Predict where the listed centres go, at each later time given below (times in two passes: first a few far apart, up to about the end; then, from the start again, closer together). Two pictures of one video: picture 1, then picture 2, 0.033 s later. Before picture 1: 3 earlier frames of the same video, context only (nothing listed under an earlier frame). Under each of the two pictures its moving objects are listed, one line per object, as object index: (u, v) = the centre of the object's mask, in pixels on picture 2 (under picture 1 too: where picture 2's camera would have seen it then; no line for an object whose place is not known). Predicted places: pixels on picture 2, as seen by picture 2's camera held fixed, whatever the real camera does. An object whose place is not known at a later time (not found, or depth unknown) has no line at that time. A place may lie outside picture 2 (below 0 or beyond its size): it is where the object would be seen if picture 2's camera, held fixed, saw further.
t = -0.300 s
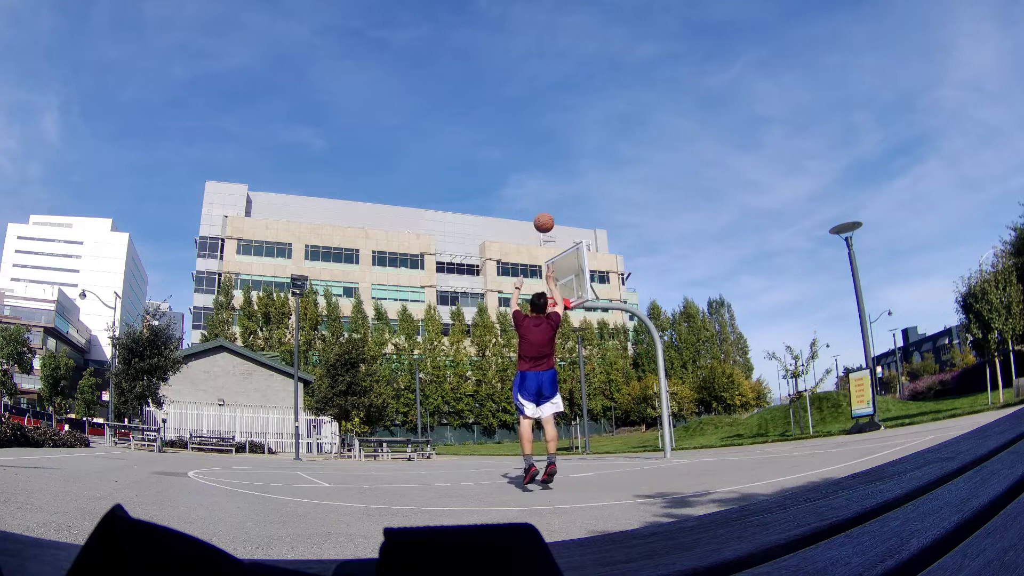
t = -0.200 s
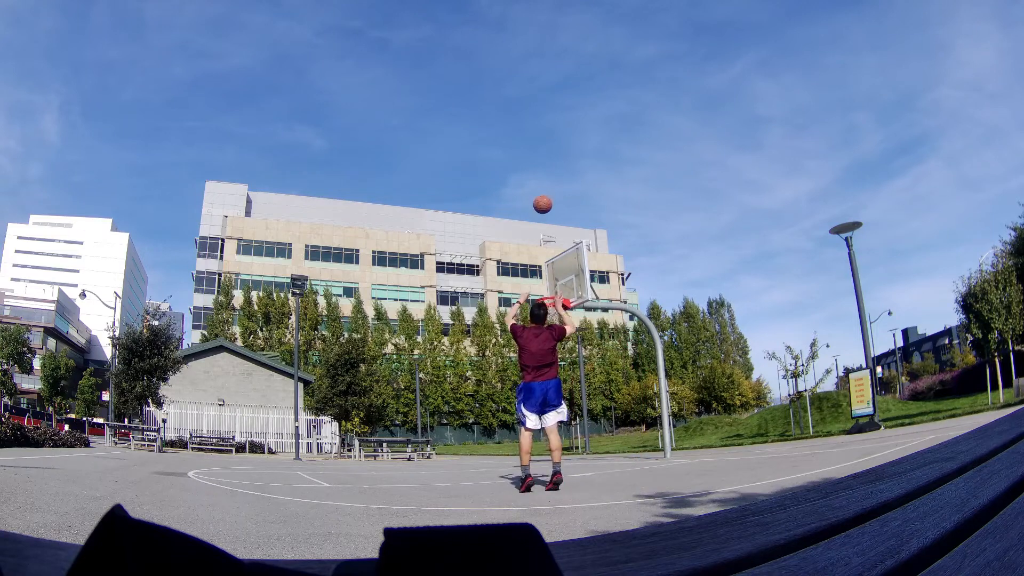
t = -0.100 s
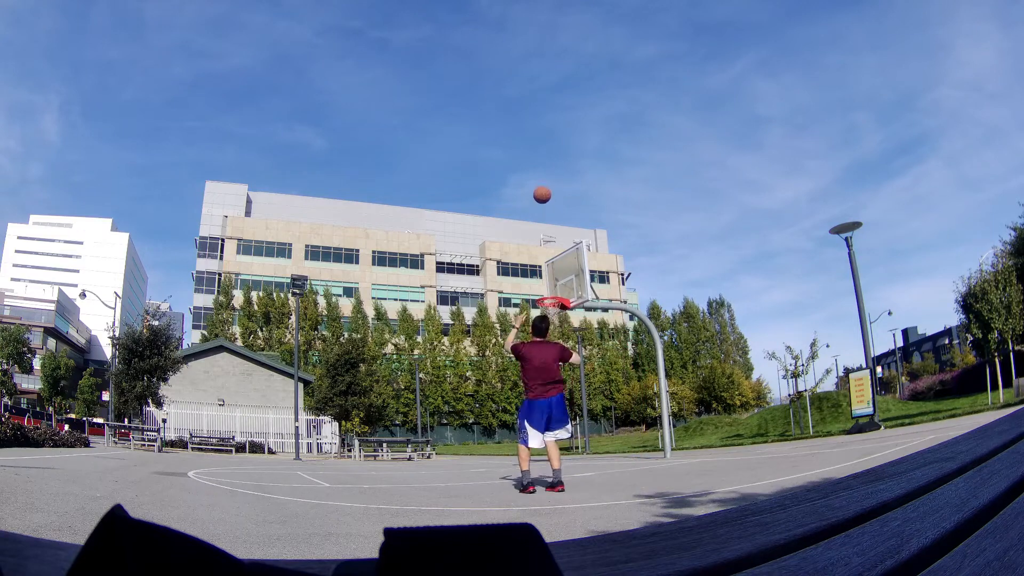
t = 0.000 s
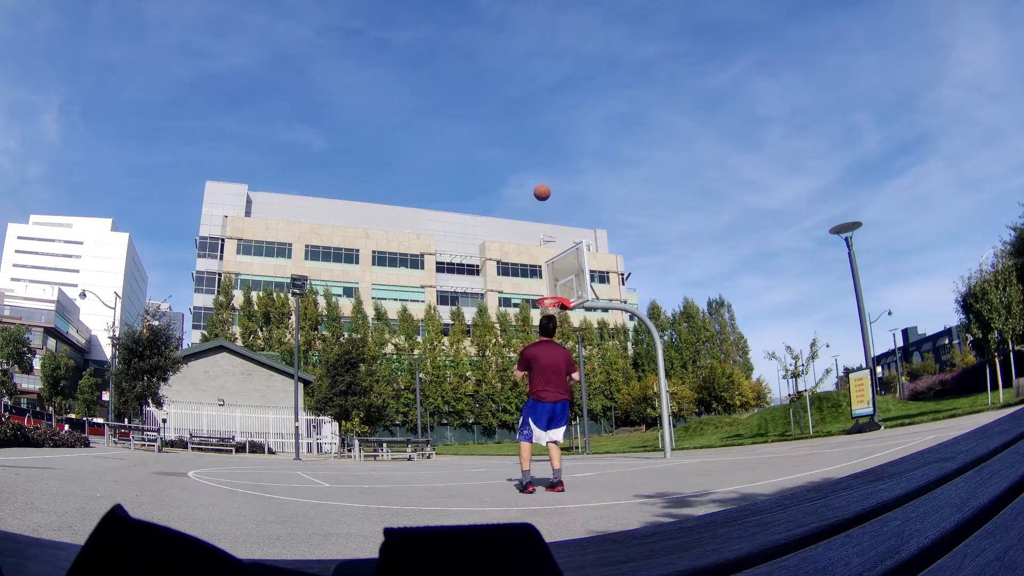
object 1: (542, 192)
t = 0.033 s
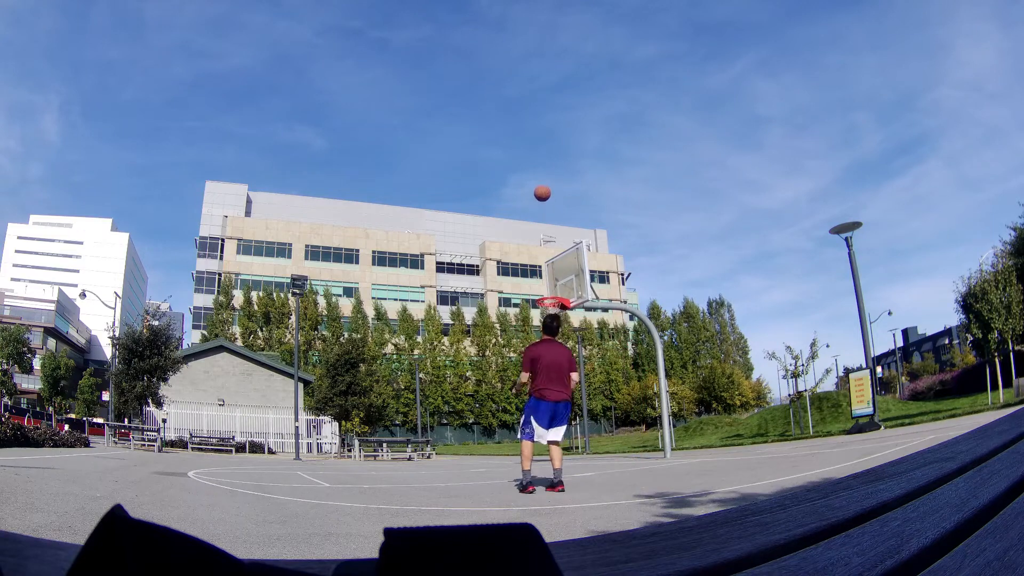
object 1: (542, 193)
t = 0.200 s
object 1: (543, 206)
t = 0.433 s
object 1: (547, 246)
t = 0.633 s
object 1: (551, 294)
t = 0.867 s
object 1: (544, 335)
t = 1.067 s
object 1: (539, 385)
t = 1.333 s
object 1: (534, 450)
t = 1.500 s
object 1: (532, 402)
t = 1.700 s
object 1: (529, 363)
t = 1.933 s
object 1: (528, 350)
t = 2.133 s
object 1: (529, 367)
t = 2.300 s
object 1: (532, 407)
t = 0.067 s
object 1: (542, 194)
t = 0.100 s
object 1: (542, 196)
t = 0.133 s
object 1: (543, 199)
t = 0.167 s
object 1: (543, 202)
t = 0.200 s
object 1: (543, 206)
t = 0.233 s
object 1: (544, 210)
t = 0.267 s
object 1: (544, 215)
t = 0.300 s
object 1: (545, 220)
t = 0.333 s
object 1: (545, 225)
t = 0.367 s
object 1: (546, 232)
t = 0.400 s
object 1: (547, 238)
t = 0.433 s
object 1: (547, 246)
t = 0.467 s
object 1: (548, 253)
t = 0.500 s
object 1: (549, 262)
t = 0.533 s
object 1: (549, 270)
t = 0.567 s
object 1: (550, 279)
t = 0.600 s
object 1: (551, 288)
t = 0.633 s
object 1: (551, 294)
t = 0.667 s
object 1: (551, 303)
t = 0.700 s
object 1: (550, 312)
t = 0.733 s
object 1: (547, 320)
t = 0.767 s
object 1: (546, 321)
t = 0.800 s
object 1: (545, 324)
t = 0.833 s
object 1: (544, 329)
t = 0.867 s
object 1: (544, 335)
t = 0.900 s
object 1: (543, 342)
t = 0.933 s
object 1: (542, 349)
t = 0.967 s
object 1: (541, 356)
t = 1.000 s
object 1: (541, 365)
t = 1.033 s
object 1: (540, 374)
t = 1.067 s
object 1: (539, 385)
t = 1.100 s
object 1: (539, 395)
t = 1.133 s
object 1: (538, 407)
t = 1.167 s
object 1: (537, 419)
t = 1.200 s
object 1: (537, 433)
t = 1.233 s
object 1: (536, 446)
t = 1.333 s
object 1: (534, 450)
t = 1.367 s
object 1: (534, 439)
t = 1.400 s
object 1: (533, 429)
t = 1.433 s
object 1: (532, 419)
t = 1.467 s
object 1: (532, 410)
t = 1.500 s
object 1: (532, 402)
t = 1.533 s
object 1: (531, 394)
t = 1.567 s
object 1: (530, 387)
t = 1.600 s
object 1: (530, 380)
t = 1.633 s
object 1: (529, 374)
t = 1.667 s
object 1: (530, 368)
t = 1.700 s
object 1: (529, 363)
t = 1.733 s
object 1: (529, 359)
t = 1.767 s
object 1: (528, 356)
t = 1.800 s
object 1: (528, 353)
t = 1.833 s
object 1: (529, 351)
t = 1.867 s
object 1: (528, 350)
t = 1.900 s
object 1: (528, 350)
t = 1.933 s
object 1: (528, 350)
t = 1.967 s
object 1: (528, 351)
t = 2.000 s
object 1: (529, 352)
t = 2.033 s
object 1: (528, 355)
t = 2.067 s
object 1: (529, 358)
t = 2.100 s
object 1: (529, 362)
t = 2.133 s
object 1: (529, 367)
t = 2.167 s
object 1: (529, 374)
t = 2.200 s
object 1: (530, 380)
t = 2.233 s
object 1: (531, 388)
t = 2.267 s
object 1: (531, 398)
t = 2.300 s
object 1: (532, 407)
